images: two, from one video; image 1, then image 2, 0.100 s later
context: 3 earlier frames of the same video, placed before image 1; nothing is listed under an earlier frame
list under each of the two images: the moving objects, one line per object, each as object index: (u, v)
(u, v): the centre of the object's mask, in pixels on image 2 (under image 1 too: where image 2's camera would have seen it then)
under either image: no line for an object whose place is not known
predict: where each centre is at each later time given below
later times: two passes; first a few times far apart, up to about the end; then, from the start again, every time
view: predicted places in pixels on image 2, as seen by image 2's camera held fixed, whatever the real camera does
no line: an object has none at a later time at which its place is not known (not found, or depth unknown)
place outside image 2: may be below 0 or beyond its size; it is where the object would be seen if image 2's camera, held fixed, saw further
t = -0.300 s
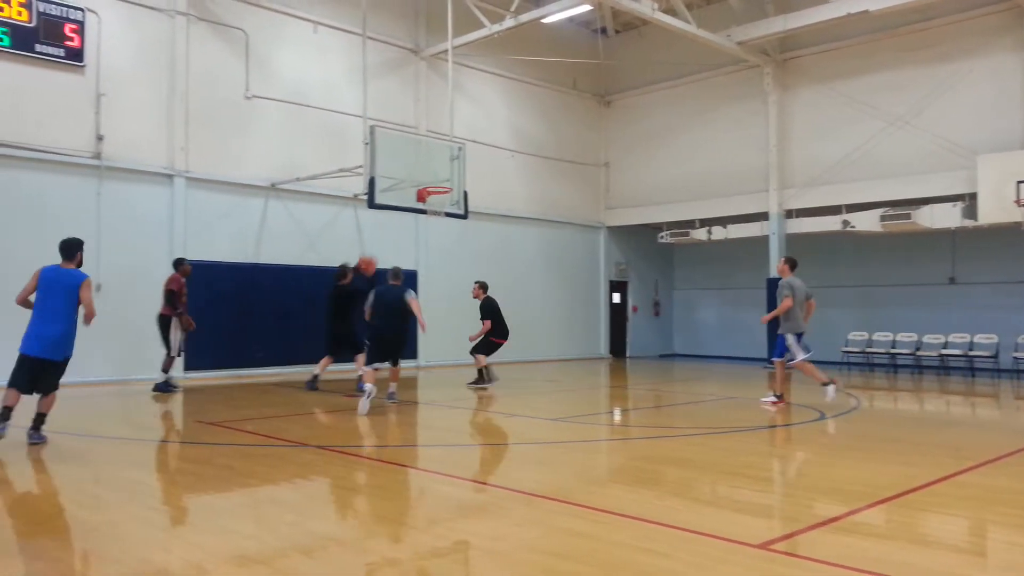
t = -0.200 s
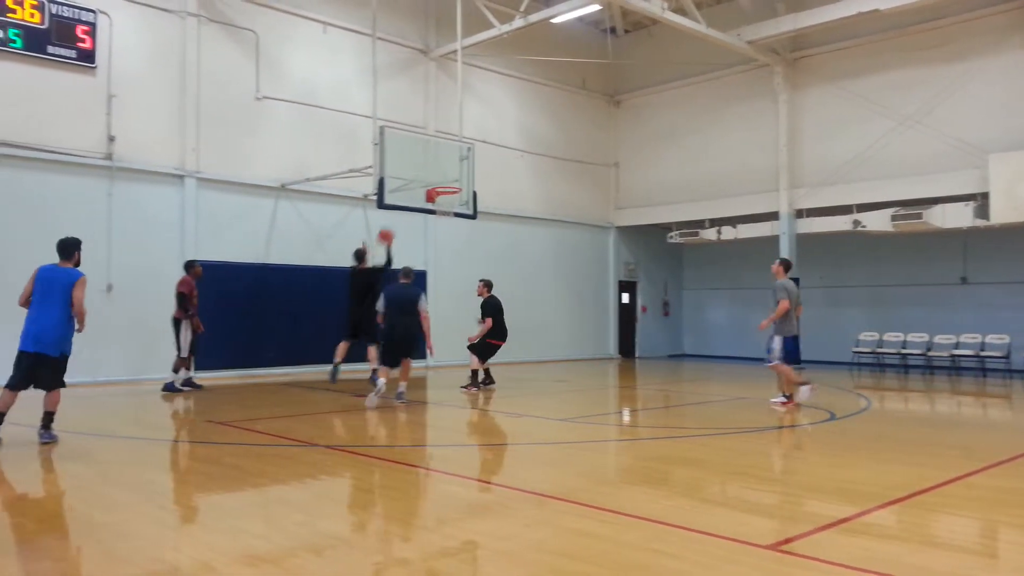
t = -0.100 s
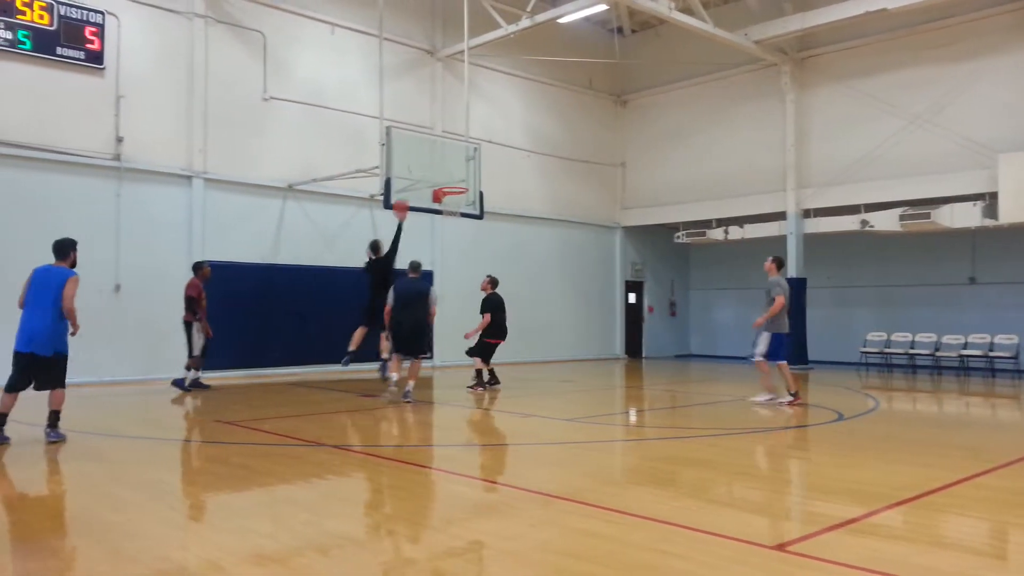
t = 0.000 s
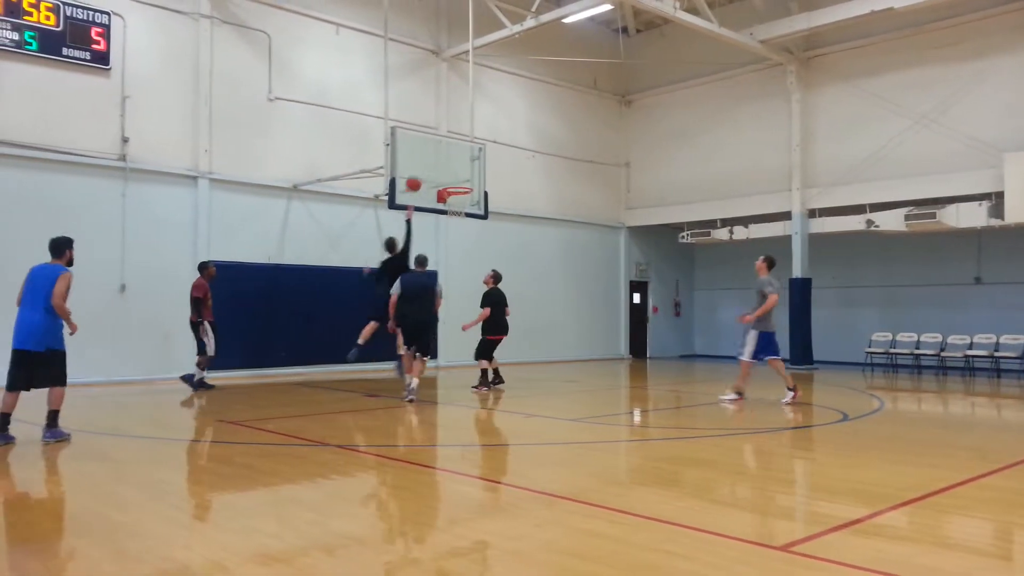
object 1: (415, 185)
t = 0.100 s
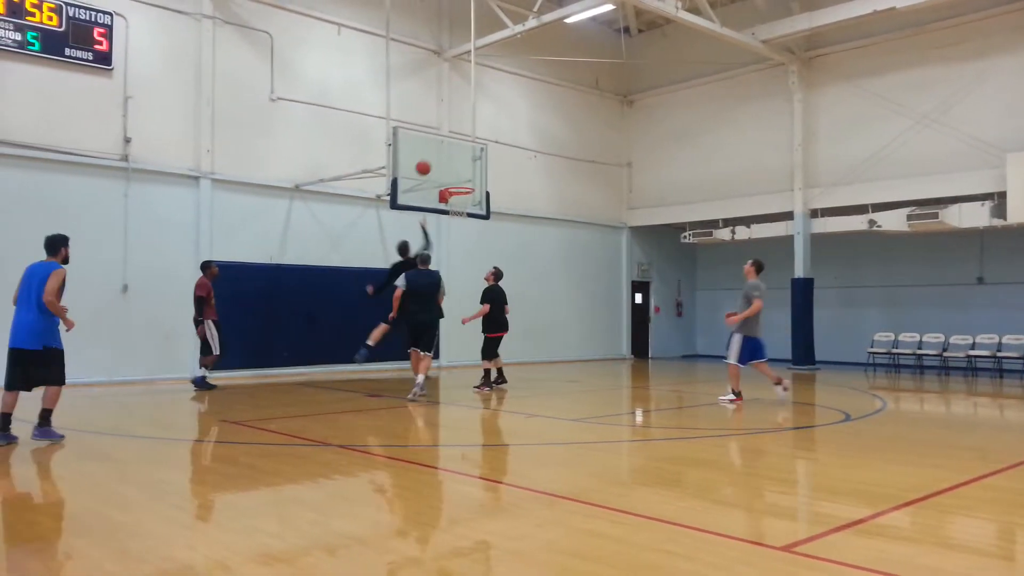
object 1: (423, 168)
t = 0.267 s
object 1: (437, 157)
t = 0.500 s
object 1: (460, 173)
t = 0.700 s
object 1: (455, 182)
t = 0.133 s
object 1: (425, 164)
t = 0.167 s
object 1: (428, 161)
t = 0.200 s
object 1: (430, 159)
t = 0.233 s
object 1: (433, 157)
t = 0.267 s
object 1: (437, 157)
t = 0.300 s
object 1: (440, 157)
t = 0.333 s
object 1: (443, 158)
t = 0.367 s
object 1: (446, 160)
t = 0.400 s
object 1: (450, 162)
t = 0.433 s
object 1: (453, 165)
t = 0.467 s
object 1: (456, 169)
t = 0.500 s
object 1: (460, 173)
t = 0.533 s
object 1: (463, 178)
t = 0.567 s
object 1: (466, 183)
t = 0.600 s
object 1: (465, 184)
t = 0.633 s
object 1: (462, 183)
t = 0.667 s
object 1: (459, 182)
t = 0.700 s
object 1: (455, 182)
